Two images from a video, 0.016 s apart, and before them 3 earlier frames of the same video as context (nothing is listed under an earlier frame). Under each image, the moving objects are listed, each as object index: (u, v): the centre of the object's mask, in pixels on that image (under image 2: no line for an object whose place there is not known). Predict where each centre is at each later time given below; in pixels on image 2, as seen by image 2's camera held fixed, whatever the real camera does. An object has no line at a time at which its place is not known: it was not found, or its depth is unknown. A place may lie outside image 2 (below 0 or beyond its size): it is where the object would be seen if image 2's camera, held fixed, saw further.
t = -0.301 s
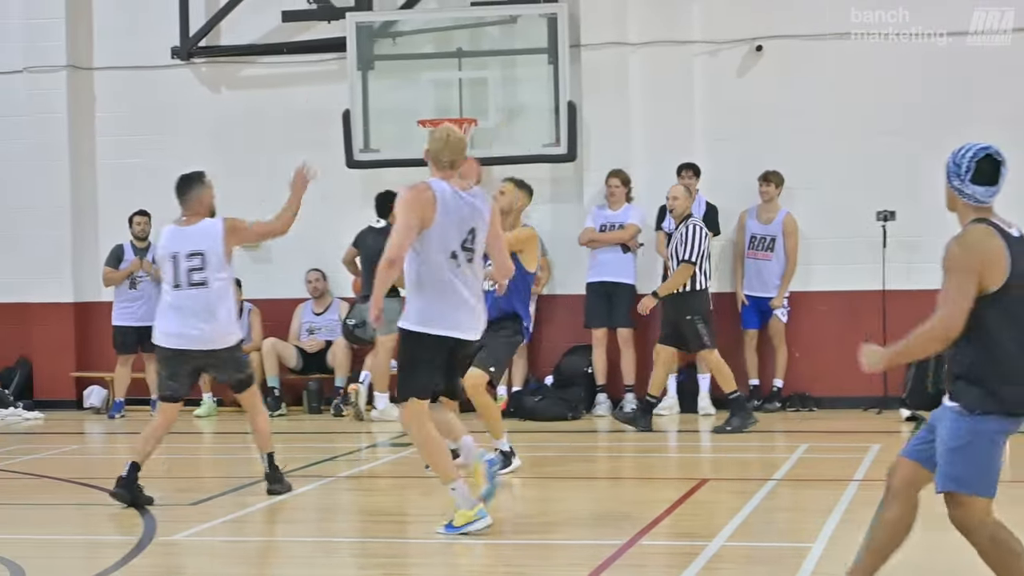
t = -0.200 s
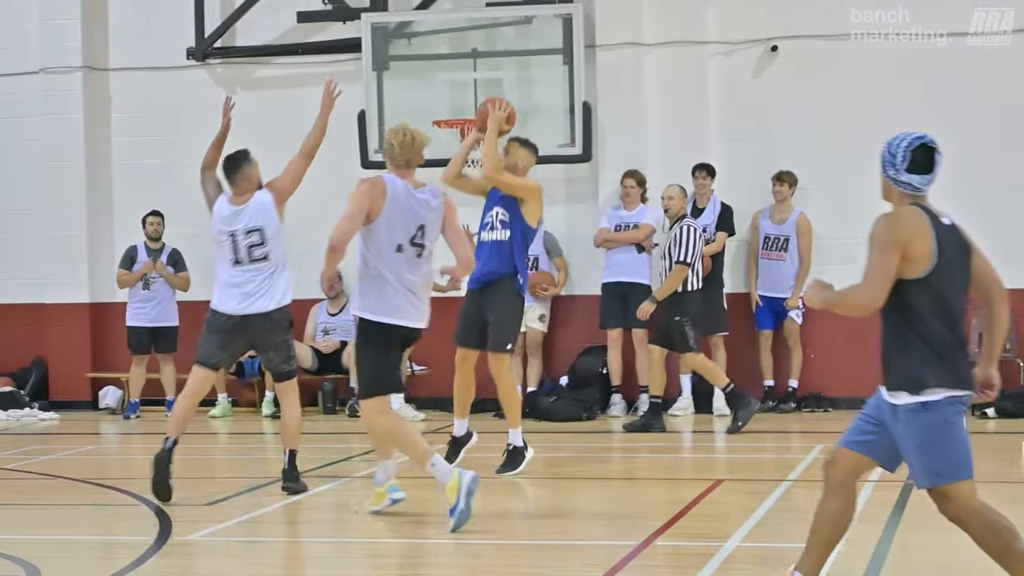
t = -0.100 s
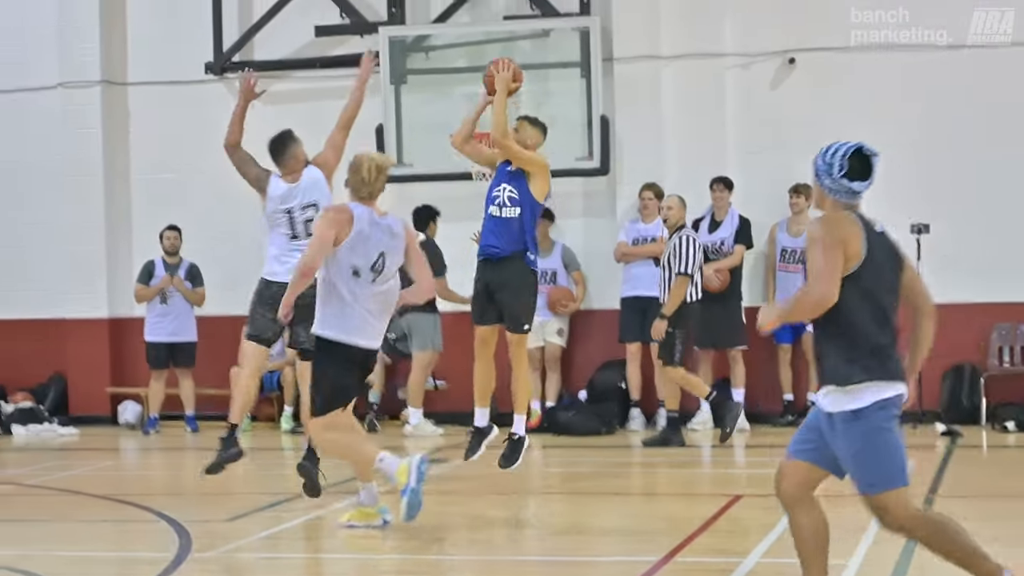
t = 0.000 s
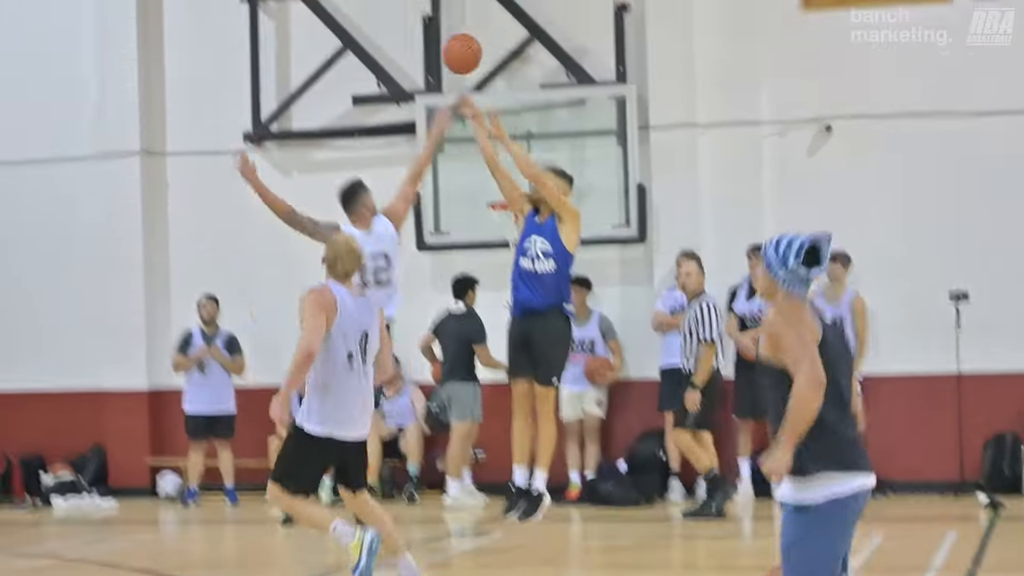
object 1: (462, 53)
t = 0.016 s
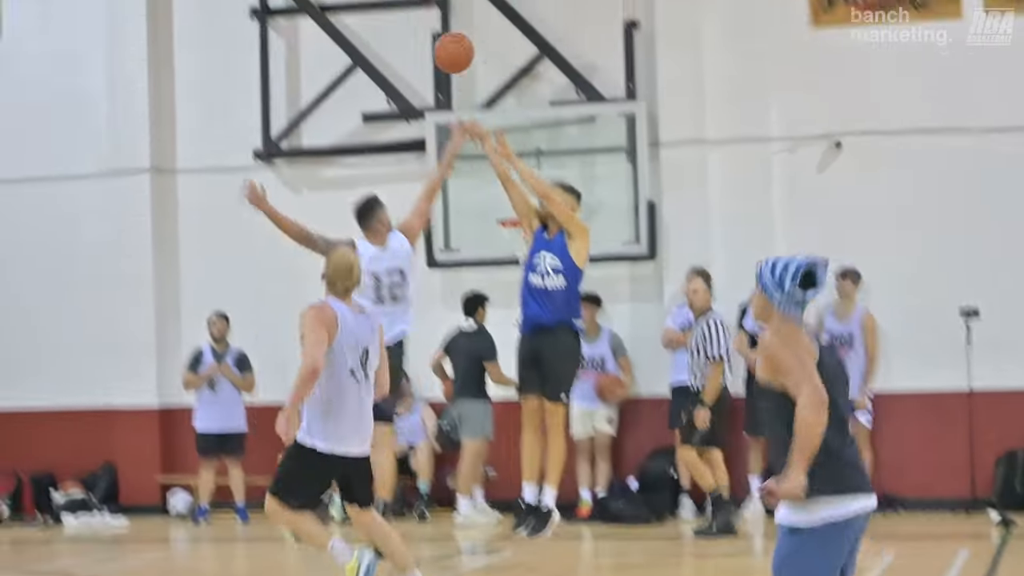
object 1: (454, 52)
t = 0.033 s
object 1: (433, 34)
